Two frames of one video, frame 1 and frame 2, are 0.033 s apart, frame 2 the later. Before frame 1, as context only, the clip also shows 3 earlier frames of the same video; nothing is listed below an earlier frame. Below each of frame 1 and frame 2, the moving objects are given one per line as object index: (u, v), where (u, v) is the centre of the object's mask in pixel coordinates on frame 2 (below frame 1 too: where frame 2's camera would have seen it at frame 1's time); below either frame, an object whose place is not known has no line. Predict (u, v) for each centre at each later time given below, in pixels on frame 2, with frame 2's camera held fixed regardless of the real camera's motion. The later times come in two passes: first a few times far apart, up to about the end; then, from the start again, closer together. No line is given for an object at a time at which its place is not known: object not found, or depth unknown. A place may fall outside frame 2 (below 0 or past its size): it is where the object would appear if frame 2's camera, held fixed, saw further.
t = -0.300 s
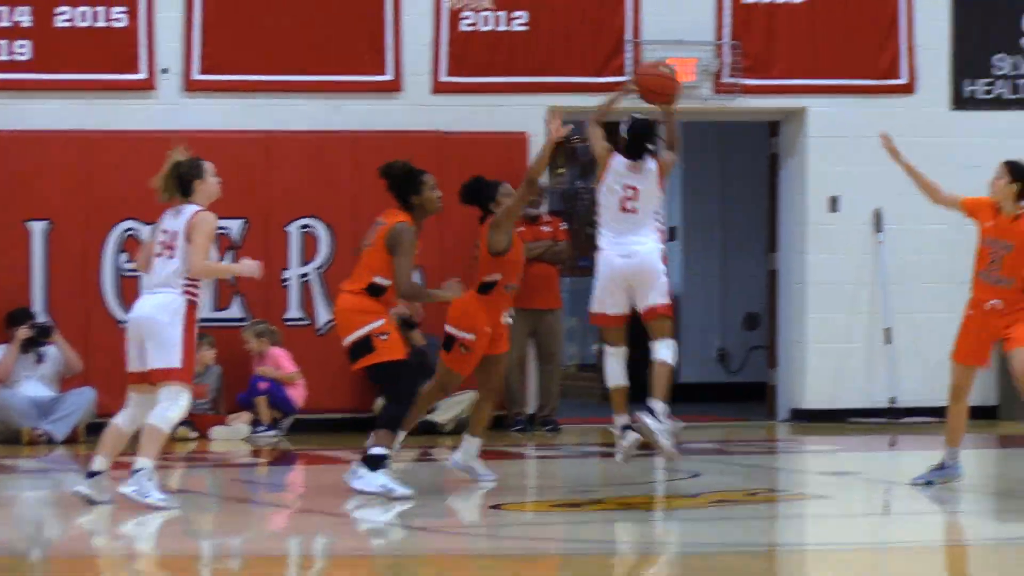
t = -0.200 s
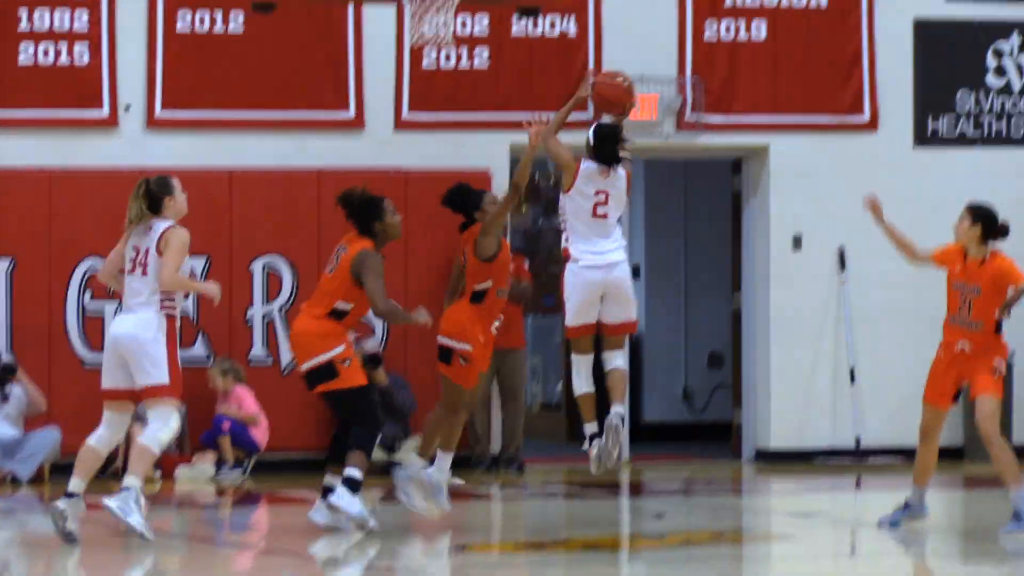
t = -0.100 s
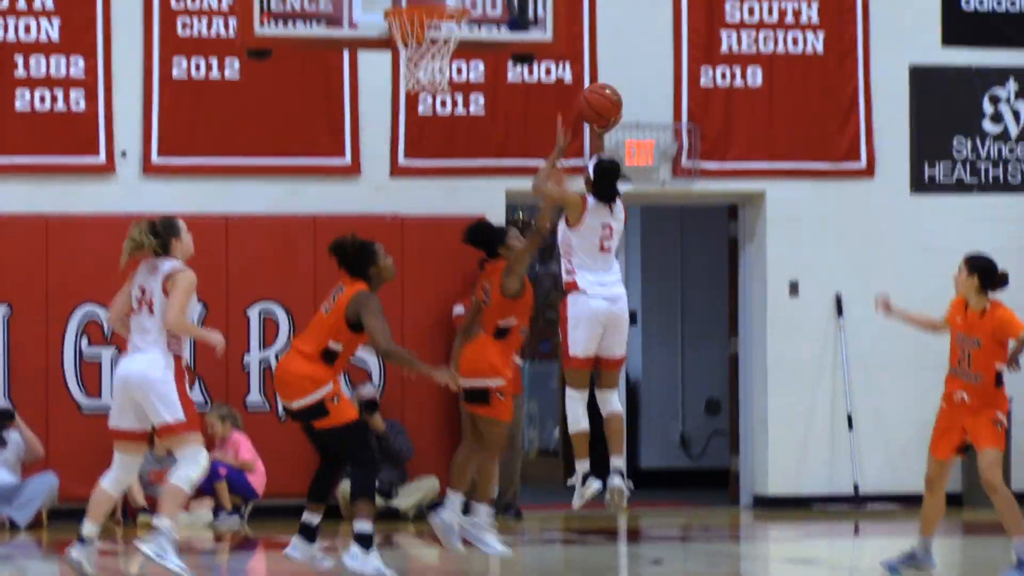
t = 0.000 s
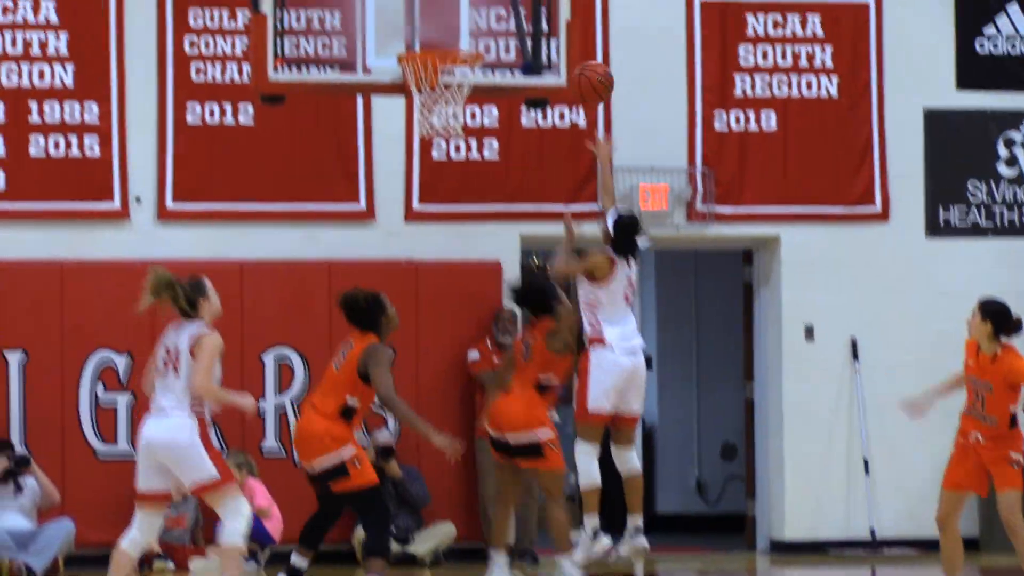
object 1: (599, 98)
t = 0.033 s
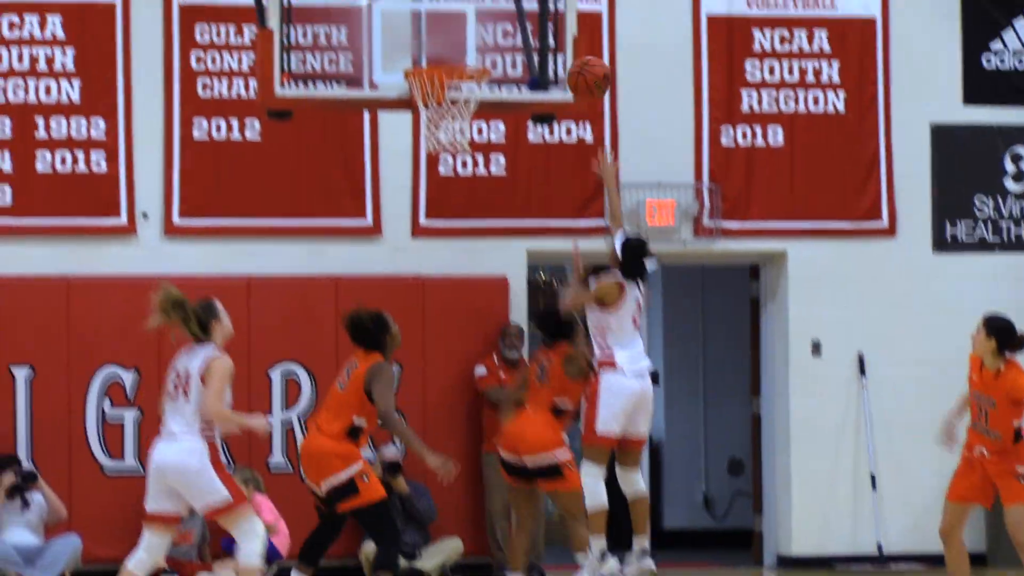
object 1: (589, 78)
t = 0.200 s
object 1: (543, 10)
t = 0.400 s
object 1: (489, -3)
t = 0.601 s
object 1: (438, 53)
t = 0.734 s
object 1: (480, 90)
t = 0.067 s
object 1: (580, 60)
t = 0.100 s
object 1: (571, 44)
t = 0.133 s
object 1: (561, 32)
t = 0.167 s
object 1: (552, 20)
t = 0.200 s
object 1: (543, 10)
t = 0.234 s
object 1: (535, 3)
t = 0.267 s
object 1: (525, -3)
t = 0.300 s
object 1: (516, -6)
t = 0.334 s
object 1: (507, -6)
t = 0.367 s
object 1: (499, -6)
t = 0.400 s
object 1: (489, -3)
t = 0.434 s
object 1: (481, 2)
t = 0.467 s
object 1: (472, 8)
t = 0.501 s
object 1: (463, 18)
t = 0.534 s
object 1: (455, 28)
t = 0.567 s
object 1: (447, 41)
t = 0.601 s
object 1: (438, 53)
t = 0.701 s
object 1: (460, 90)
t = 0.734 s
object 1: (480, 90)
